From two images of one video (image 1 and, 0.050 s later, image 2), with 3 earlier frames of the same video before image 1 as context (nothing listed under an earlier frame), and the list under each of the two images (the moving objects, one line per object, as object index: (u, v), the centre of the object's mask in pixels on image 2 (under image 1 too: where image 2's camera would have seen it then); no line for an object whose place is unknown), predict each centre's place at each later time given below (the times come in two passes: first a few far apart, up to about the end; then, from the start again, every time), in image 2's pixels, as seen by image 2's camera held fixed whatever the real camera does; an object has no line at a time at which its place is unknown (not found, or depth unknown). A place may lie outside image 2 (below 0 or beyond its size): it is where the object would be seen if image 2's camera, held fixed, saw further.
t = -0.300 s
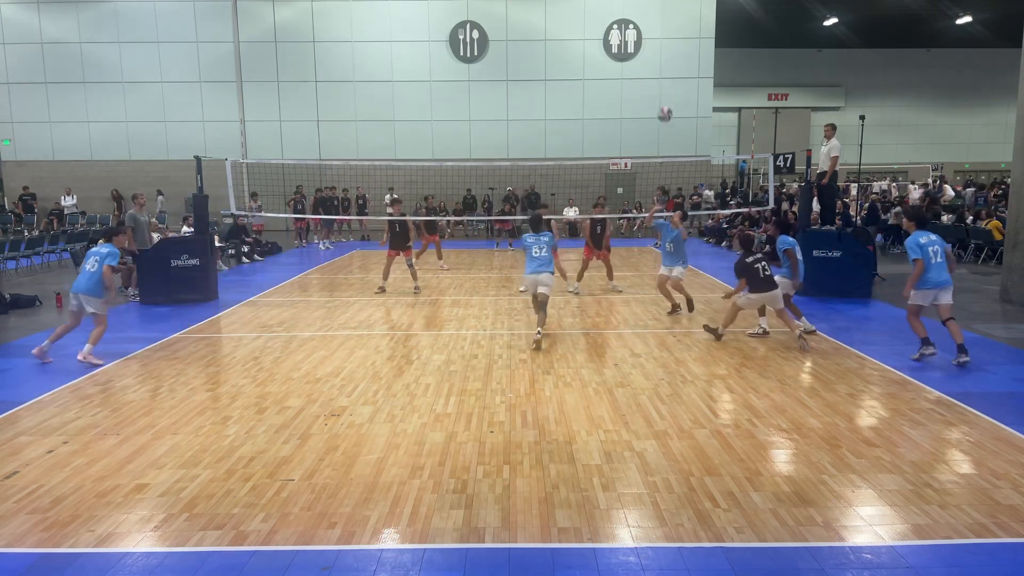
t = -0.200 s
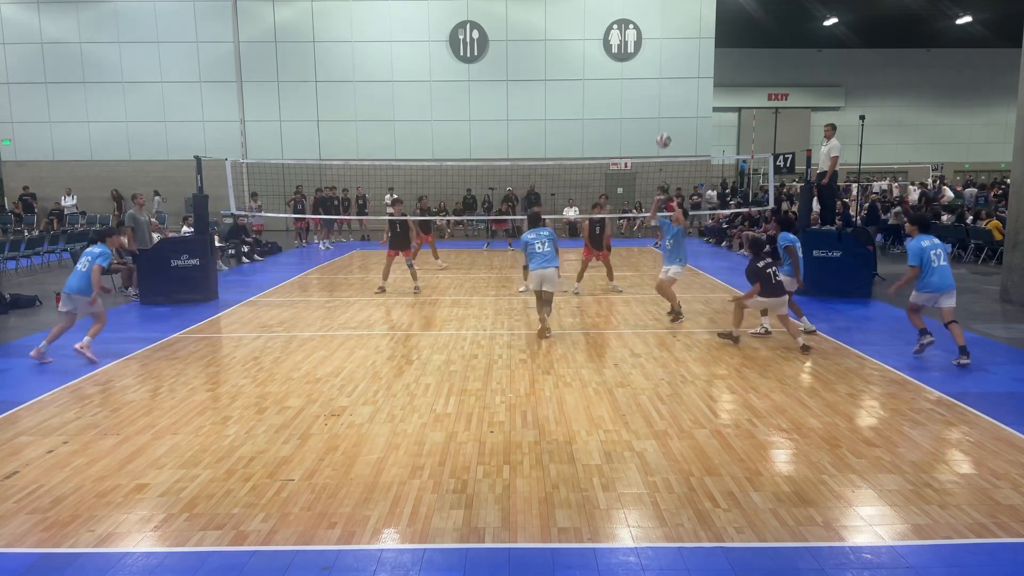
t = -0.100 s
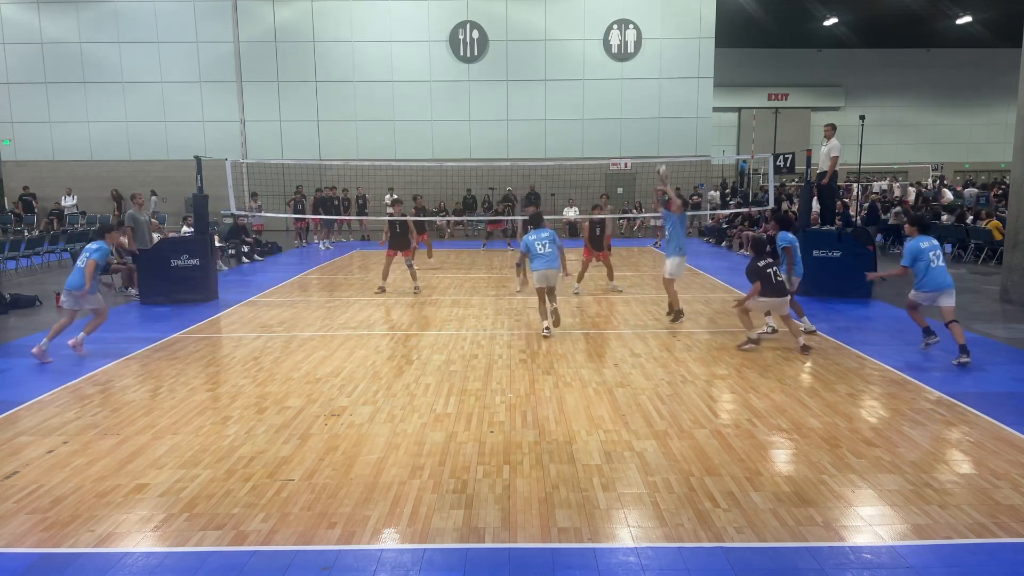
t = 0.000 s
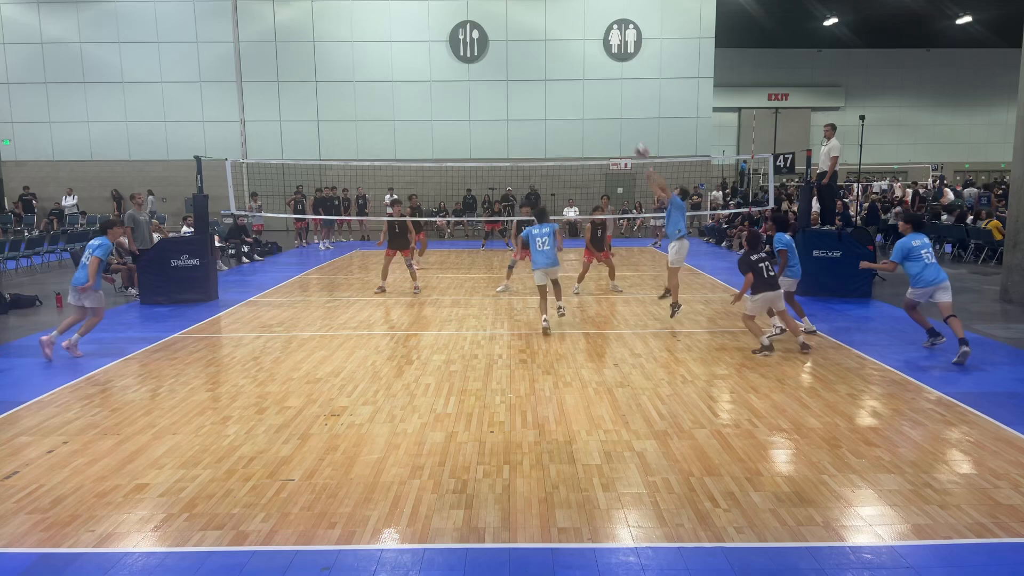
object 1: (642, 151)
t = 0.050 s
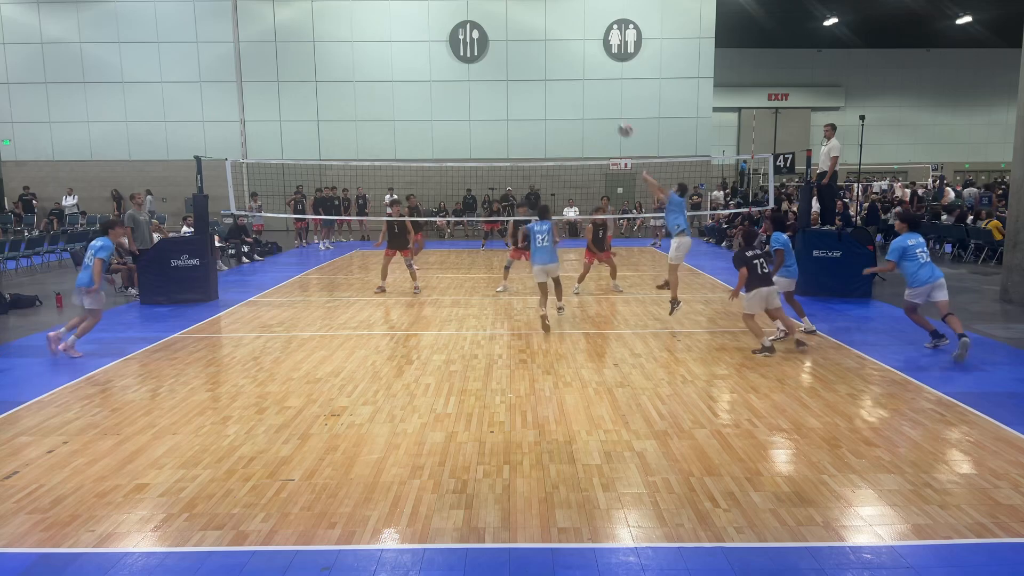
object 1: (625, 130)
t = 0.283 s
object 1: (549, 52)
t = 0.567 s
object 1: (463, 12)
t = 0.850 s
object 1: (385, 29)
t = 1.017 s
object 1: (343, 62)
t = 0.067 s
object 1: (620, 123)
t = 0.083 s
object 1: (614, 116)
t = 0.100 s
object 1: (608, 109)
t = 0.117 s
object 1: (603, 104)
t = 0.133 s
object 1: (597, 97)
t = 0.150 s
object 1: (592, 91)
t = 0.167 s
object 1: (587, 85)
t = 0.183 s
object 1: (581, 81)
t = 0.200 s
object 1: (577, 75)
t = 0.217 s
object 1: (571, 70)
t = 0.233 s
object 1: (565, 65)
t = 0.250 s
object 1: (560, 60)
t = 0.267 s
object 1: (555, 56)
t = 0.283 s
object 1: (549, 52)
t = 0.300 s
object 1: (544, 48)
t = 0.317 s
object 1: (539, 44)
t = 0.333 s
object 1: (534, 40)
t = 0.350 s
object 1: (529, 38)
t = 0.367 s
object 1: (523, 35)
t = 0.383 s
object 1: (518, 32)
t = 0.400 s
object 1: (513, 29)
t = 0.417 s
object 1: (508, 25)
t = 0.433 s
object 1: (503, 24)
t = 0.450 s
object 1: (498, 21)
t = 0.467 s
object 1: (493, 19)
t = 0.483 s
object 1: (488, 17)
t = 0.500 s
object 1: (483, 16)
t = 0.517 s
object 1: (478, 14)
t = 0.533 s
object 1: (473, 13)
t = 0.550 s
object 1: (468, 13)
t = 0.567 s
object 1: (463, 12)
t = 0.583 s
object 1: (458, 12)
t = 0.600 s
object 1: (453, 11)
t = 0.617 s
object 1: (449, 11)
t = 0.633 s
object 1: (444, 11)
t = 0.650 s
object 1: (439, 12)
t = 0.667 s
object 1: (435, 12)
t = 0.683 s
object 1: (430, 13)
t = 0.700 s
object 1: (426, 14)
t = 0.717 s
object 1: (421, 15)
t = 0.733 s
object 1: (416, 16)
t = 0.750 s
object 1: (412, 17)
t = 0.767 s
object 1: (407, 19)
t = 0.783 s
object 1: (403, 20)
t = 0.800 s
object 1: (398, 22)
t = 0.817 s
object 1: (394, 25)
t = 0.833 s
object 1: (389, 27)
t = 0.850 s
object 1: (385, 29)
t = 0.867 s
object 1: (381, 32)
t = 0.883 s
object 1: (376, 34)
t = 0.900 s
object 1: (372, 38)
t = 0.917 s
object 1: (368, 41)
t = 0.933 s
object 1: (364, 44)
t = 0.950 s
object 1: (360, 47)
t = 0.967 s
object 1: (356, 51)
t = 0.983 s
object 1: (352, 54)
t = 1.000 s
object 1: (348, 58)
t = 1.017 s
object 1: (343, 62)
